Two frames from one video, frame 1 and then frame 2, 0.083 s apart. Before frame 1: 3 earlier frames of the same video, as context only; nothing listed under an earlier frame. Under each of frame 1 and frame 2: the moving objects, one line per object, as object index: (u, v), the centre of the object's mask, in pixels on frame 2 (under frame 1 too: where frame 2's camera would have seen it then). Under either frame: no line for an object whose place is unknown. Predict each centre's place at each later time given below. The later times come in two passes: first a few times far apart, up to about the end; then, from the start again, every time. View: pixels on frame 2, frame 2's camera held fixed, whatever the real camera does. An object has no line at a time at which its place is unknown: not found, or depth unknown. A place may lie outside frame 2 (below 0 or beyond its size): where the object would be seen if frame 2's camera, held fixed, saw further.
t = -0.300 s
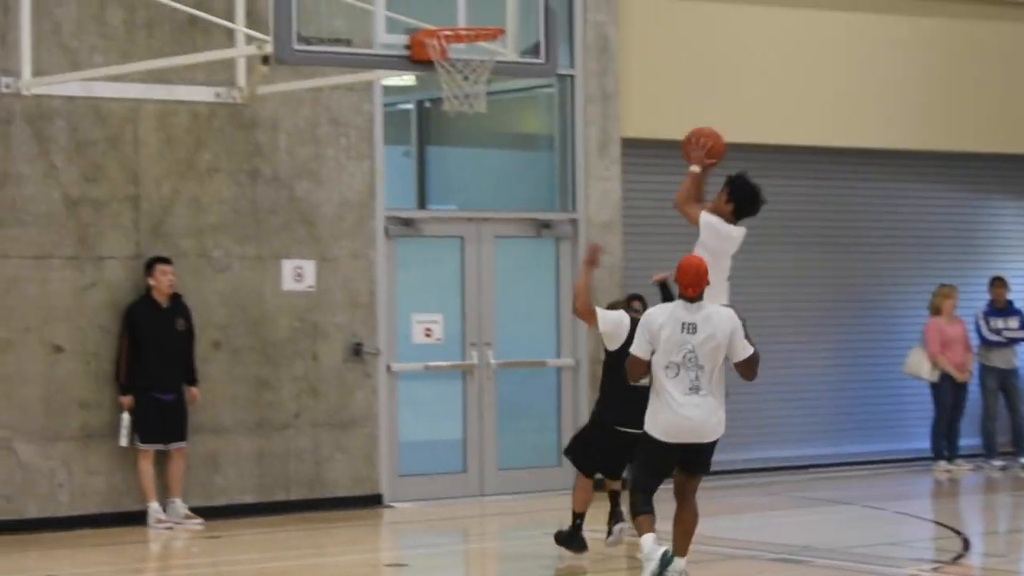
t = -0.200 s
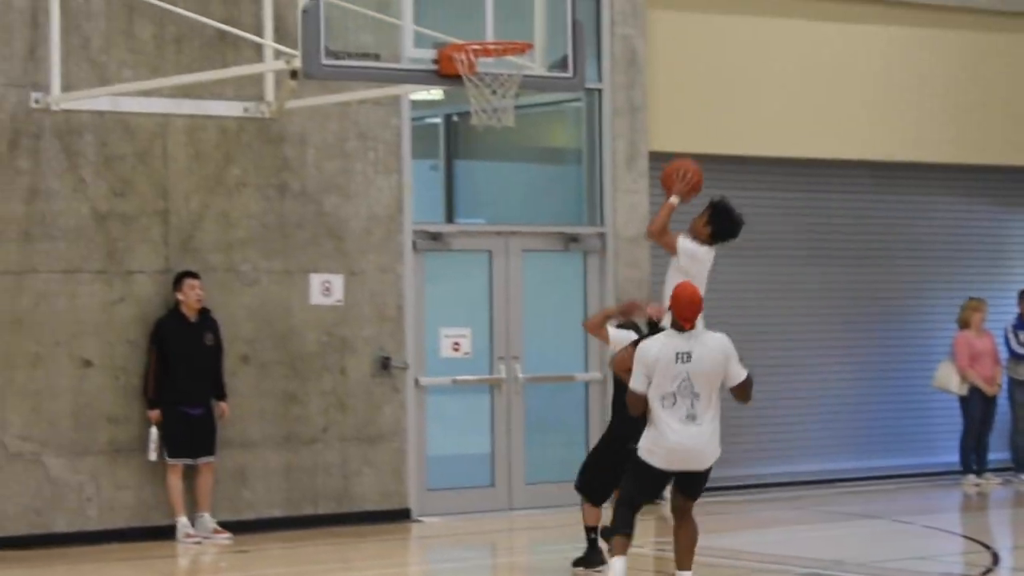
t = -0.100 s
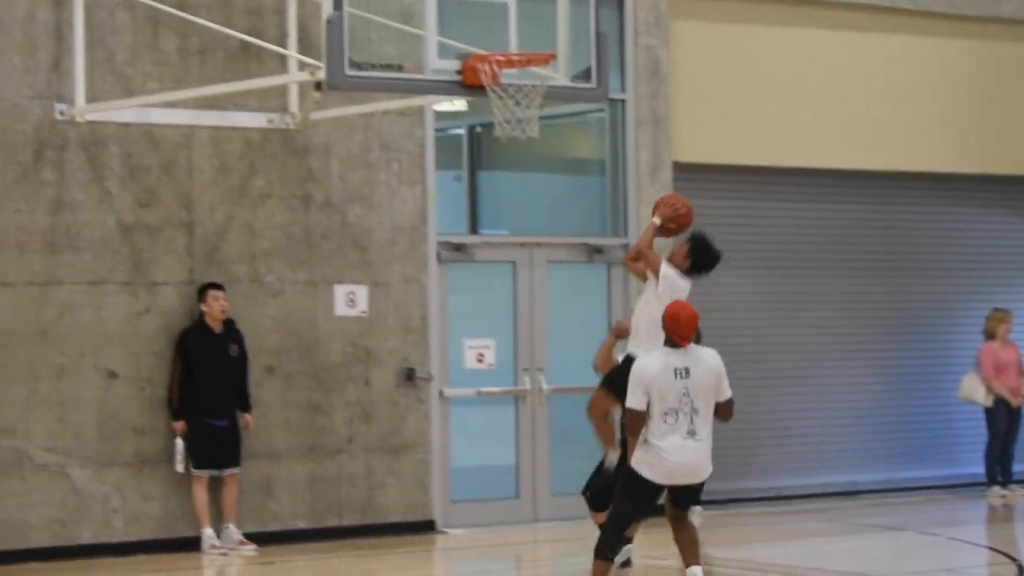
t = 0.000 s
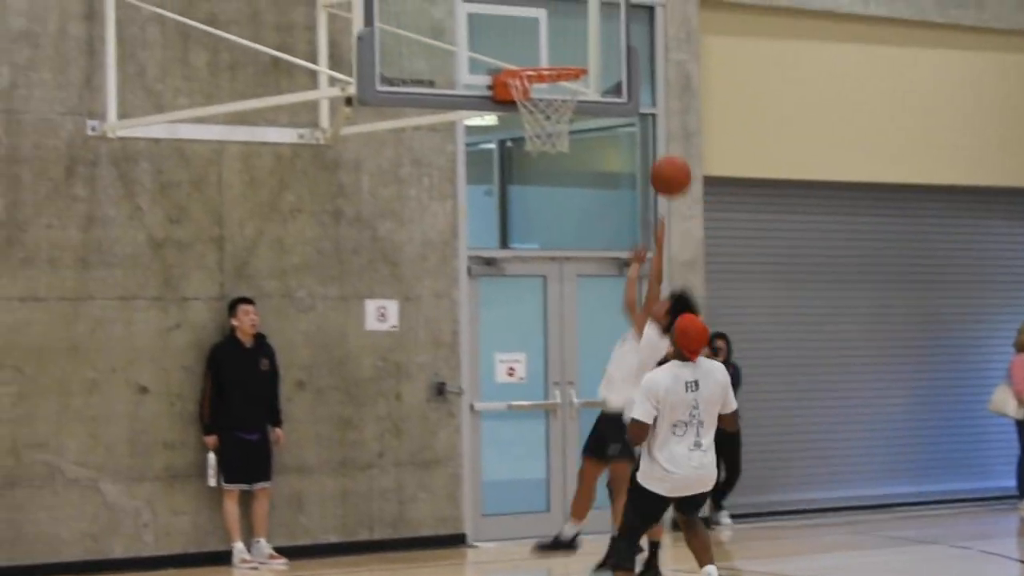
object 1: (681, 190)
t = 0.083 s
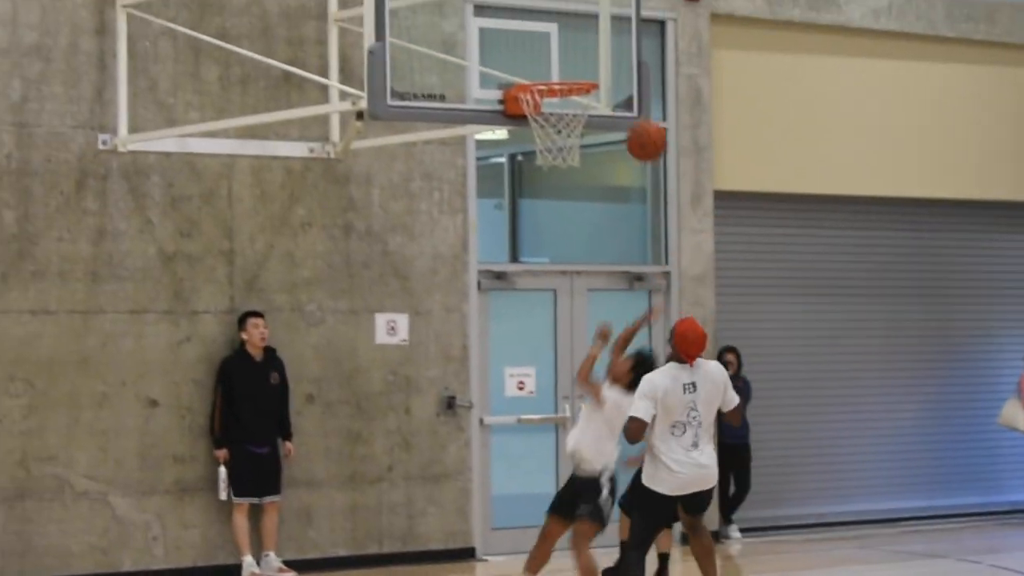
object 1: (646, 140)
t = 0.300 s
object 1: (559, 65)
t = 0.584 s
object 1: (557, 99)
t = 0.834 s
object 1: (569, 160)
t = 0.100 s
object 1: (640, 132)
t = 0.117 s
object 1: (633, 124)
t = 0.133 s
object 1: (627, 117)
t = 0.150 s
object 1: (620, 110)
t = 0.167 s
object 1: (613, 103)
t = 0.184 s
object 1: (609, 98)
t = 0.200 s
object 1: (604, 90)
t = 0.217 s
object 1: (597, 82)
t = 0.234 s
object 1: (588, 74)
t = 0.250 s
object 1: (579, 70)
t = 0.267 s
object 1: (573, 68)
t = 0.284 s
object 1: (566, 67)
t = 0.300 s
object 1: (559, 65)
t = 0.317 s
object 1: (555, 64)
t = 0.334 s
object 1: (555, 63)
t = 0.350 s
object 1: (555, 62)
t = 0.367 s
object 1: (555, 62)
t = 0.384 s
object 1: (555, 62)
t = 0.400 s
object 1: (555, 62)
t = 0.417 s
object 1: (555, 62)
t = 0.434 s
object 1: (555, 63)
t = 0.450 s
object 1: (555, 64)
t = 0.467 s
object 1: (555, 66)
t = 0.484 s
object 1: (555, 67)
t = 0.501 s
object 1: (555, 69)
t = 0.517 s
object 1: (555, 71)
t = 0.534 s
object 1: (554, 79)
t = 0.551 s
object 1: (556, 86)
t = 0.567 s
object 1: (557, 93)
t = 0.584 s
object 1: (557, 99)
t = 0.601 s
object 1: (556, 103)
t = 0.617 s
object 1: (554, 108)
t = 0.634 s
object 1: (554, 112)
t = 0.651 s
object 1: (558, 119)
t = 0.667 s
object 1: (558, 120)
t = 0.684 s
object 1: (559, 122)
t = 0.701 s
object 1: (561, 124)
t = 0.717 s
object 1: (562, 127)
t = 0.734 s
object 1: (563, 135)
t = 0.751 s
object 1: (564, 137)
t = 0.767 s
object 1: (565, 140)
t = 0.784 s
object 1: (566, 143)
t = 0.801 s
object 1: (567, 148)
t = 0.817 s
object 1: (568, 154)
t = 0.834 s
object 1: (569, 160)
